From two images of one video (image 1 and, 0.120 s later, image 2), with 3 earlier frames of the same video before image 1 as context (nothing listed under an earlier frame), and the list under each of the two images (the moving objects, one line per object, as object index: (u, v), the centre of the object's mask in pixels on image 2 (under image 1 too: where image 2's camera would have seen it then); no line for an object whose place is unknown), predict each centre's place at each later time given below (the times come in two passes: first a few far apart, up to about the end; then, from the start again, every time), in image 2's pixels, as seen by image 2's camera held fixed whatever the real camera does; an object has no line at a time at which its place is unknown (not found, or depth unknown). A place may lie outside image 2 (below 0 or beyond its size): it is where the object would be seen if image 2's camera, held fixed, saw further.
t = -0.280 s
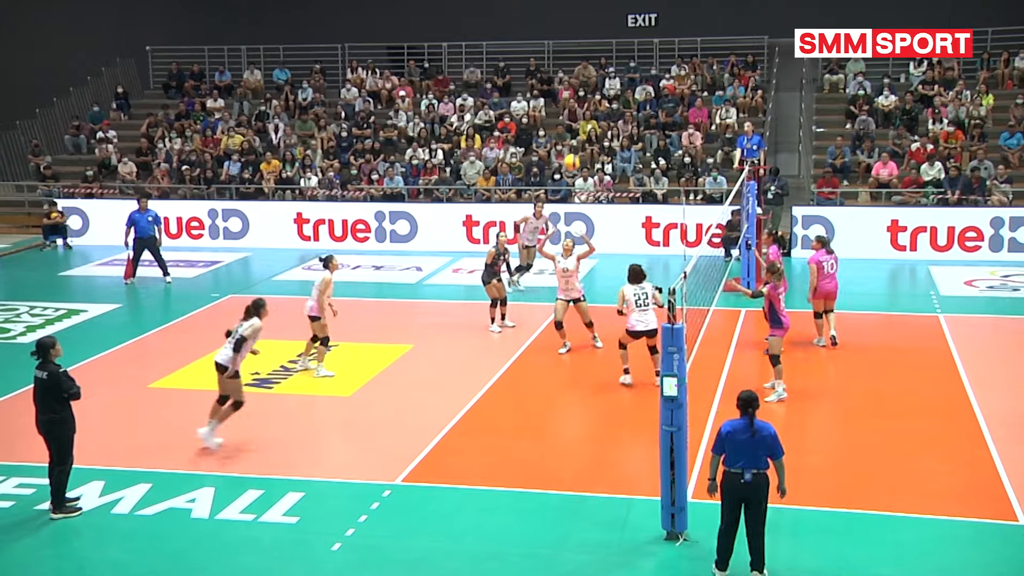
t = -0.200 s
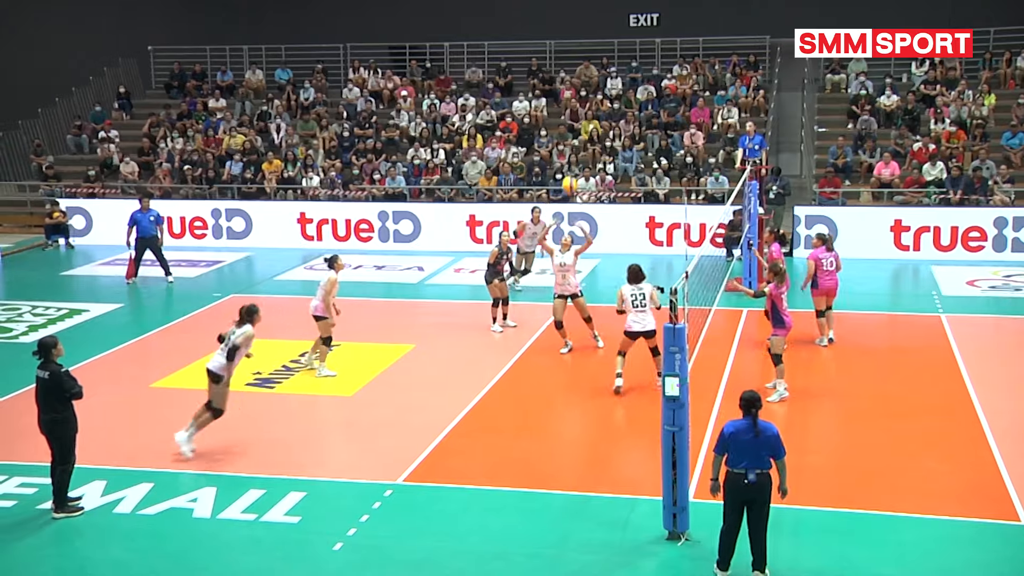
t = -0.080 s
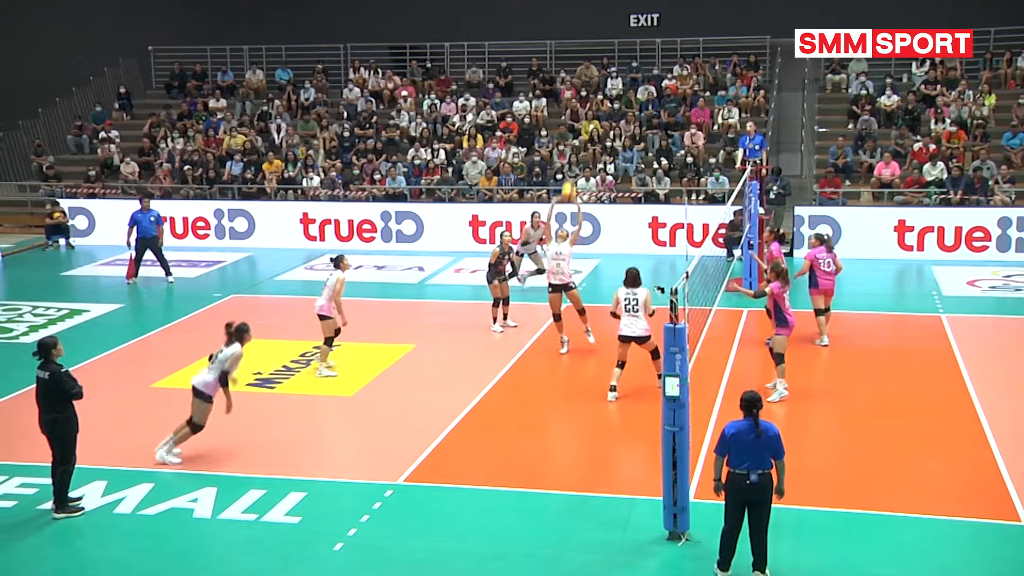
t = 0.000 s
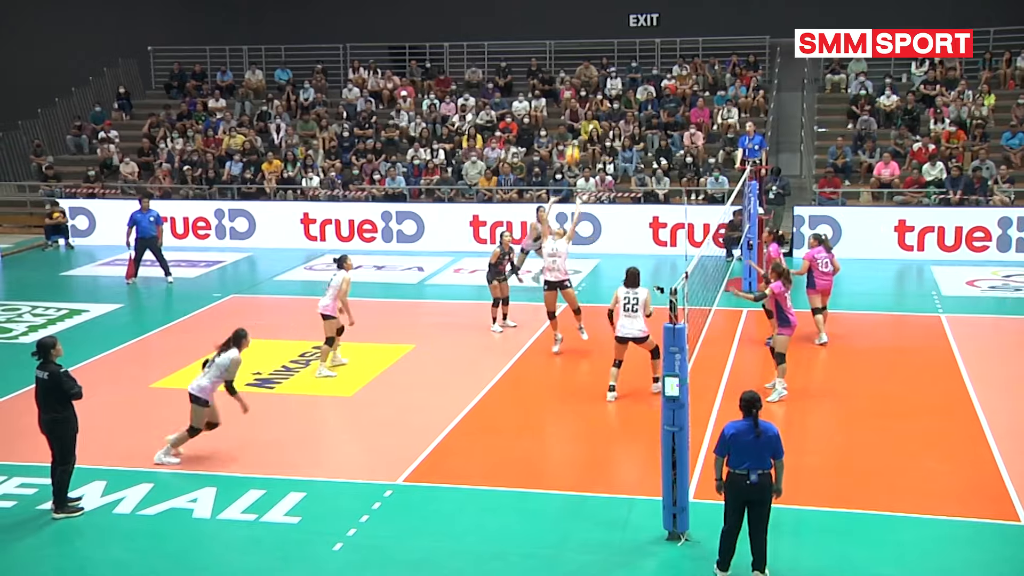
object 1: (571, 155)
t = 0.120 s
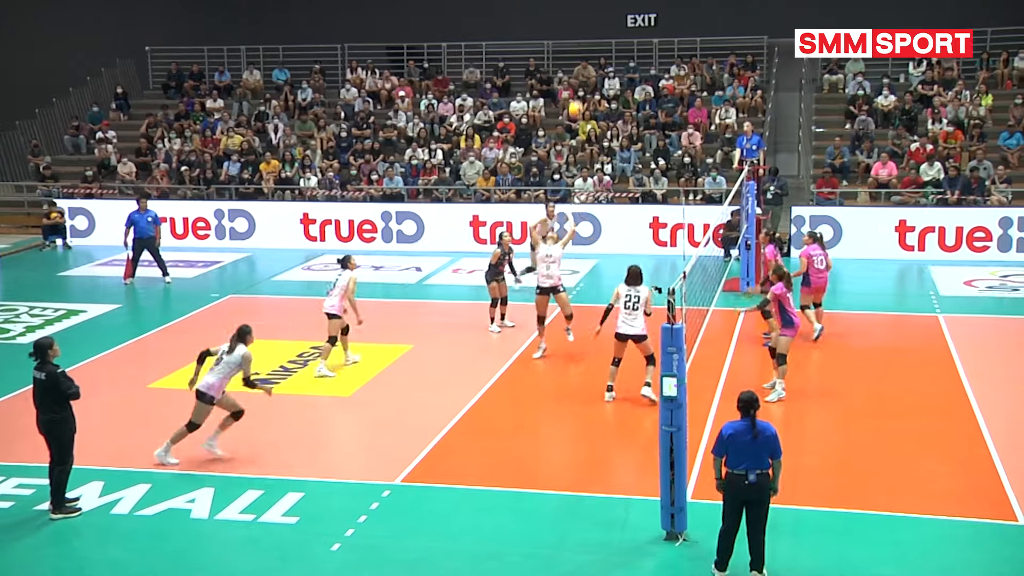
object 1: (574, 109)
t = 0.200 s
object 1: (579, 85)
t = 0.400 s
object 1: (589, 46)
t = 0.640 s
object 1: (599, 36)
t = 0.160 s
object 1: (578, 96)
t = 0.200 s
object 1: (579, 85)
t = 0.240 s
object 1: (581, 75)
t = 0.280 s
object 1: (583, 64)
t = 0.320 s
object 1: (585, 57)
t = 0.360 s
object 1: (587, 51)
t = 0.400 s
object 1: (589, 46)
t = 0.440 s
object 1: (590, 41)
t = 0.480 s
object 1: (592, 38)
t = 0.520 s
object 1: (594, 35)
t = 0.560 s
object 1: (596, 35)
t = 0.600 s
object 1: (598, 35)
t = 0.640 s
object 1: (599, 36)
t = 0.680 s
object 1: (601, 38)
